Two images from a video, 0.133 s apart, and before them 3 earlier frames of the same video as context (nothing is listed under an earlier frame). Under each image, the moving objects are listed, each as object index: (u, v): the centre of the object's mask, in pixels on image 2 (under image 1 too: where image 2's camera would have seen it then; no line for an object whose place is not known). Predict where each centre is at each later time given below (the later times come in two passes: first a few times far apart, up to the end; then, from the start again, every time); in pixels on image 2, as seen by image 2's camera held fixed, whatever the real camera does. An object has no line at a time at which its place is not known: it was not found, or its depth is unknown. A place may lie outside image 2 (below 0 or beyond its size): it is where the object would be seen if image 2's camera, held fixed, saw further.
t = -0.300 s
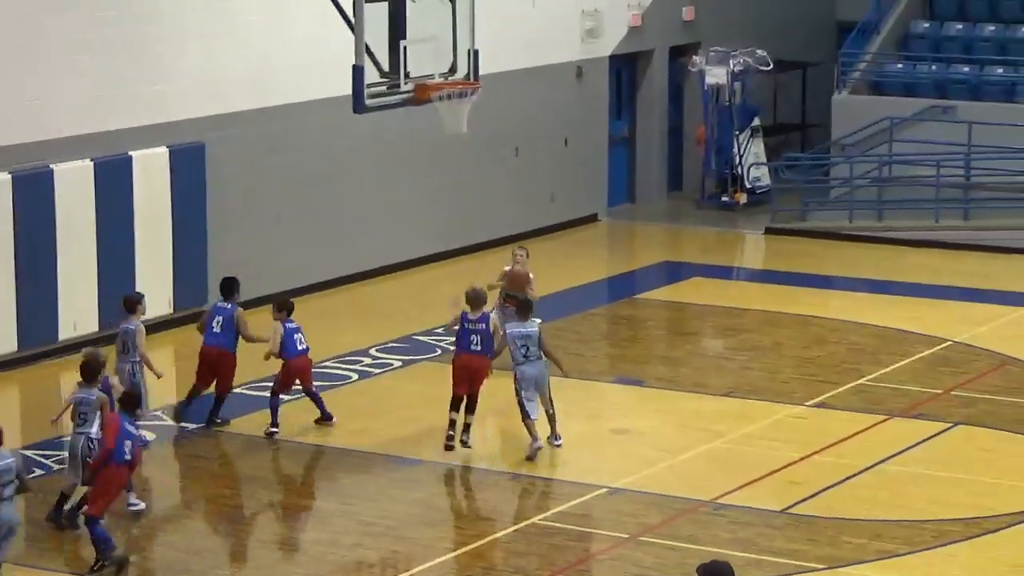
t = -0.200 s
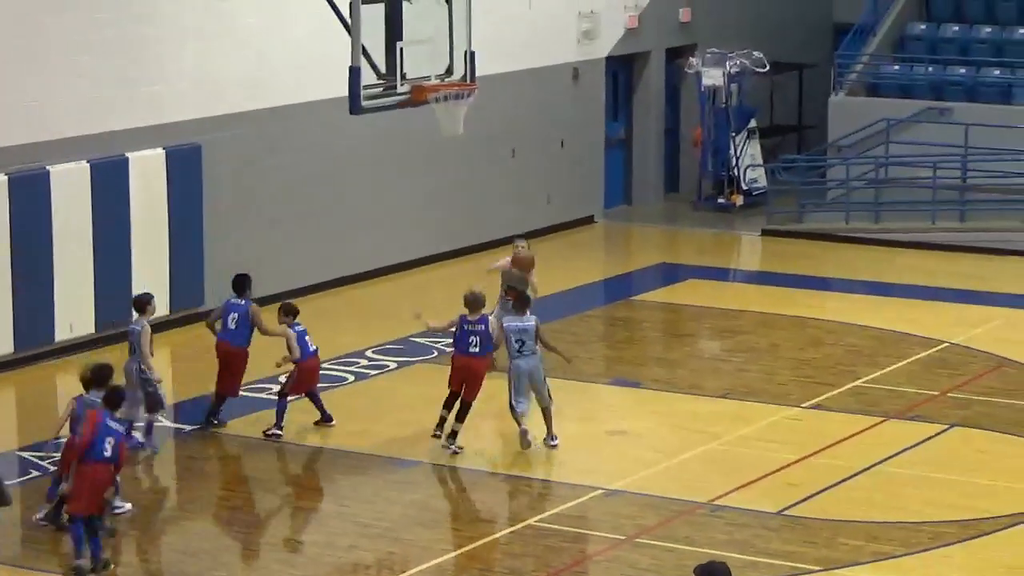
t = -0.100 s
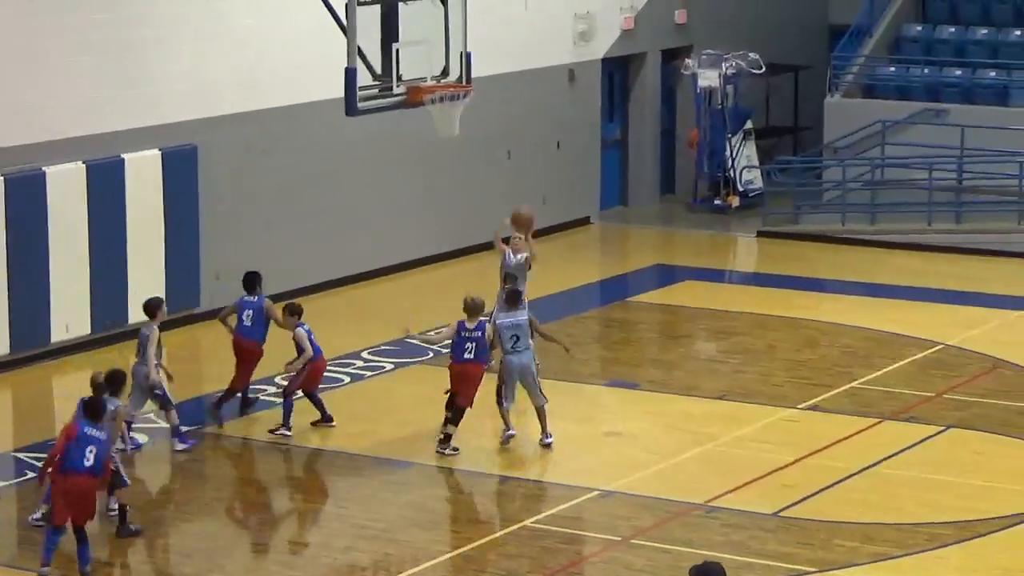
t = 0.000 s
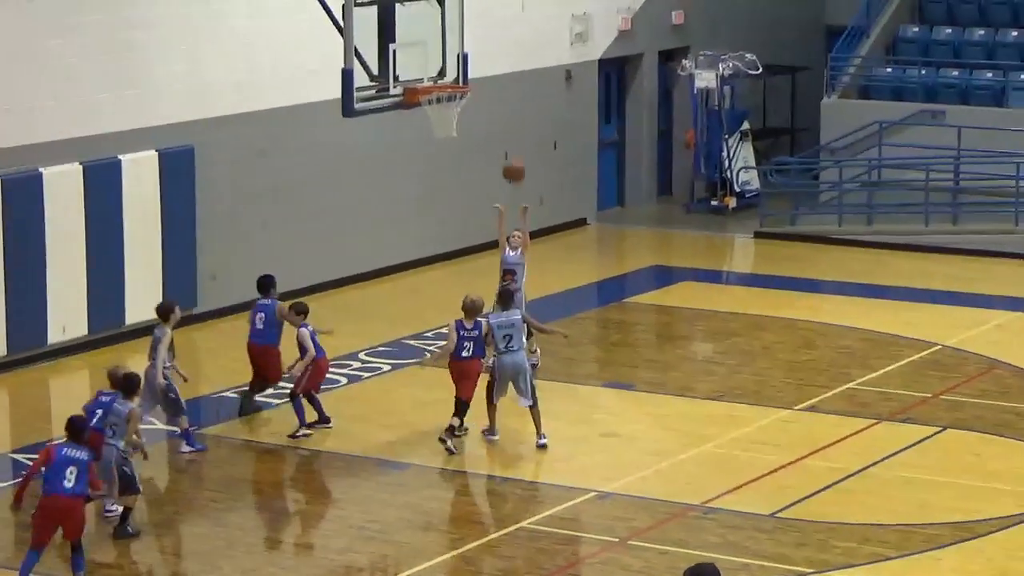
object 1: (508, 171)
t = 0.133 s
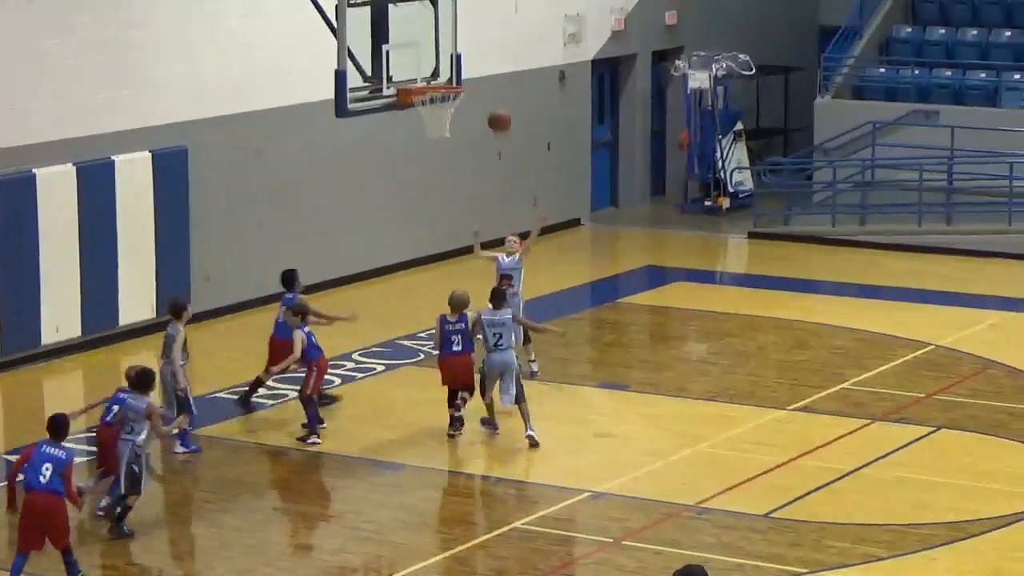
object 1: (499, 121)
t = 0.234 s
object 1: (493, 95)
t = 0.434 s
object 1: (481, 70)
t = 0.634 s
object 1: (470, 86)
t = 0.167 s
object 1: (497, 112)
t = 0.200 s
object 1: (495, 102)
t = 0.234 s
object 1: (493, 95)
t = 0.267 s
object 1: (491, 87)
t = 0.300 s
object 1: (489, 81)
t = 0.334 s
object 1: (487, 77)
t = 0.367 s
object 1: (485, 74)
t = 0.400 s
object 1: (483, 71)
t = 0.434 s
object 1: (481, 70)
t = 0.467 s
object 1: (479, 70)
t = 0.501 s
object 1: (477, 71)
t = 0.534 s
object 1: (475, 73)
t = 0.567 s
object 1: (473, 77)
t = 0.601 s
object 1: (471, 81)
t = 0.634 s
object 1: (470, 86)
